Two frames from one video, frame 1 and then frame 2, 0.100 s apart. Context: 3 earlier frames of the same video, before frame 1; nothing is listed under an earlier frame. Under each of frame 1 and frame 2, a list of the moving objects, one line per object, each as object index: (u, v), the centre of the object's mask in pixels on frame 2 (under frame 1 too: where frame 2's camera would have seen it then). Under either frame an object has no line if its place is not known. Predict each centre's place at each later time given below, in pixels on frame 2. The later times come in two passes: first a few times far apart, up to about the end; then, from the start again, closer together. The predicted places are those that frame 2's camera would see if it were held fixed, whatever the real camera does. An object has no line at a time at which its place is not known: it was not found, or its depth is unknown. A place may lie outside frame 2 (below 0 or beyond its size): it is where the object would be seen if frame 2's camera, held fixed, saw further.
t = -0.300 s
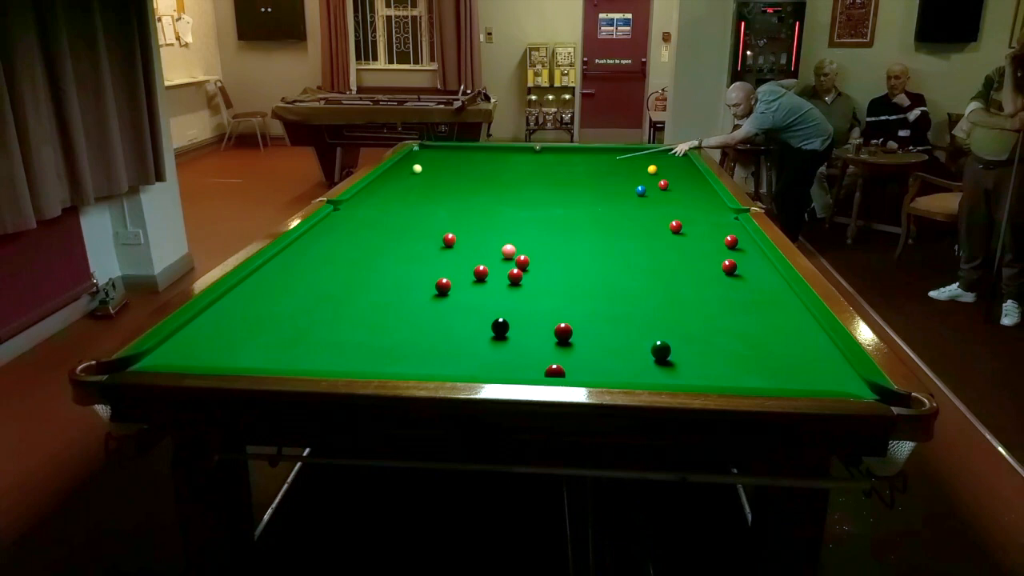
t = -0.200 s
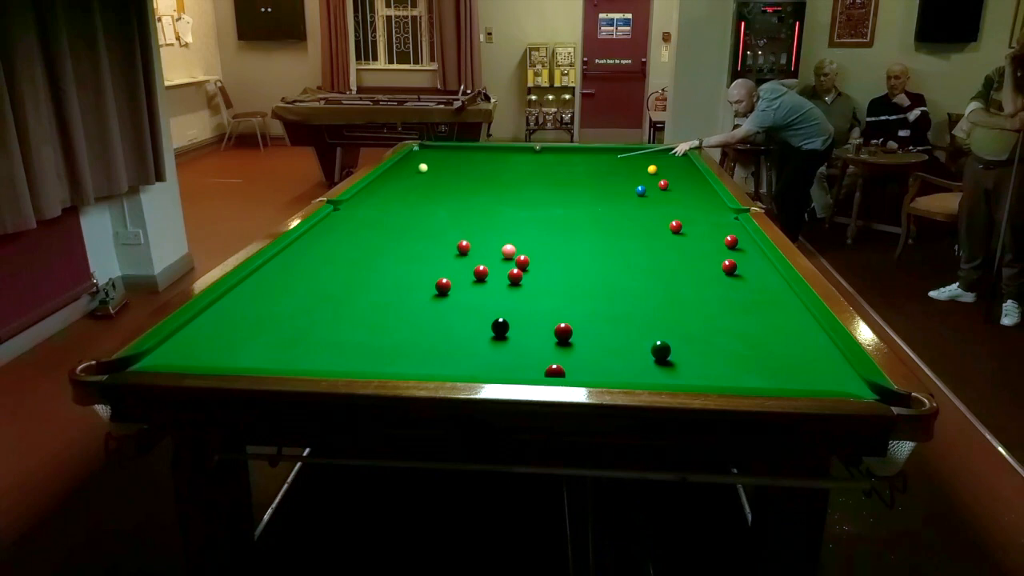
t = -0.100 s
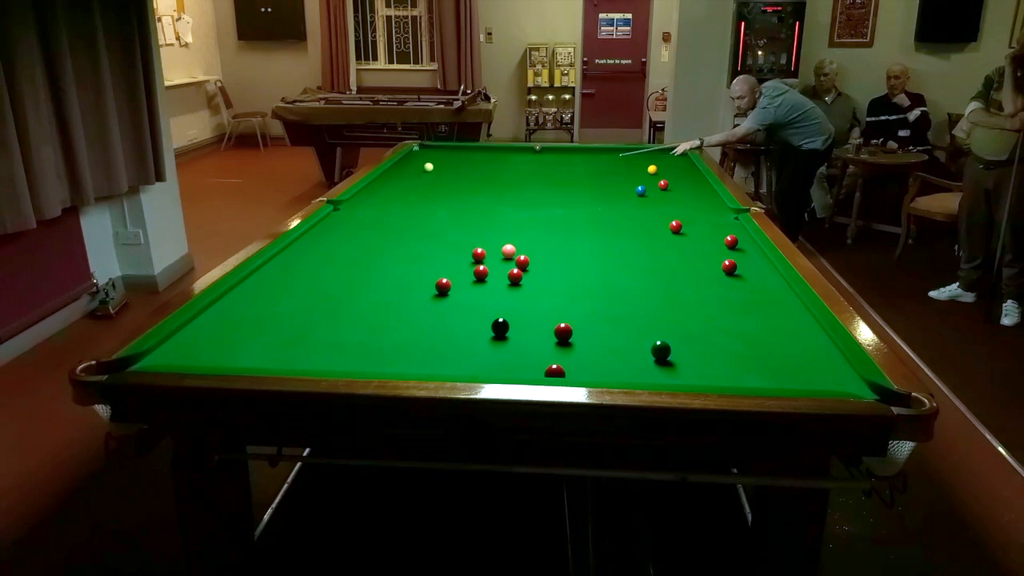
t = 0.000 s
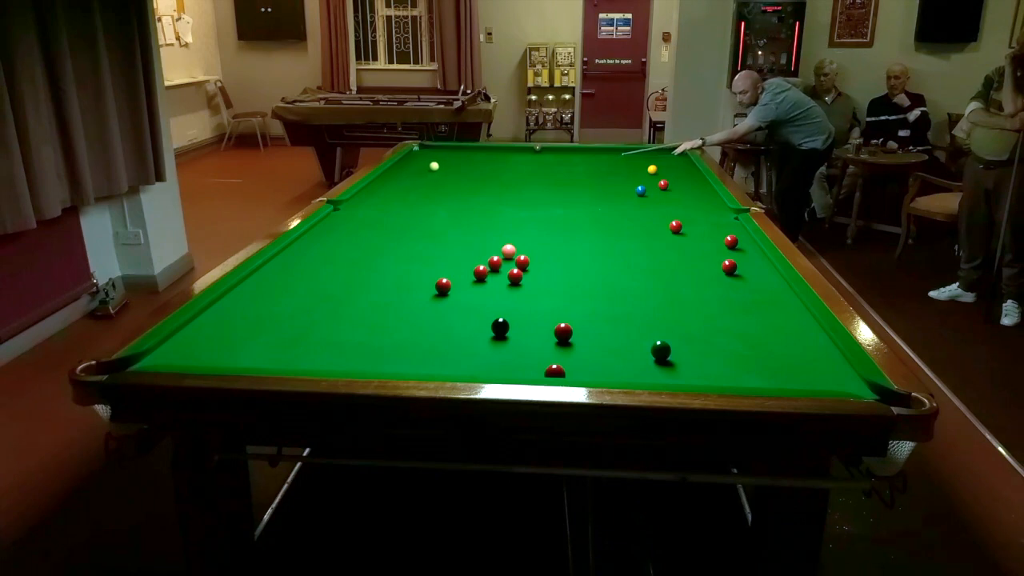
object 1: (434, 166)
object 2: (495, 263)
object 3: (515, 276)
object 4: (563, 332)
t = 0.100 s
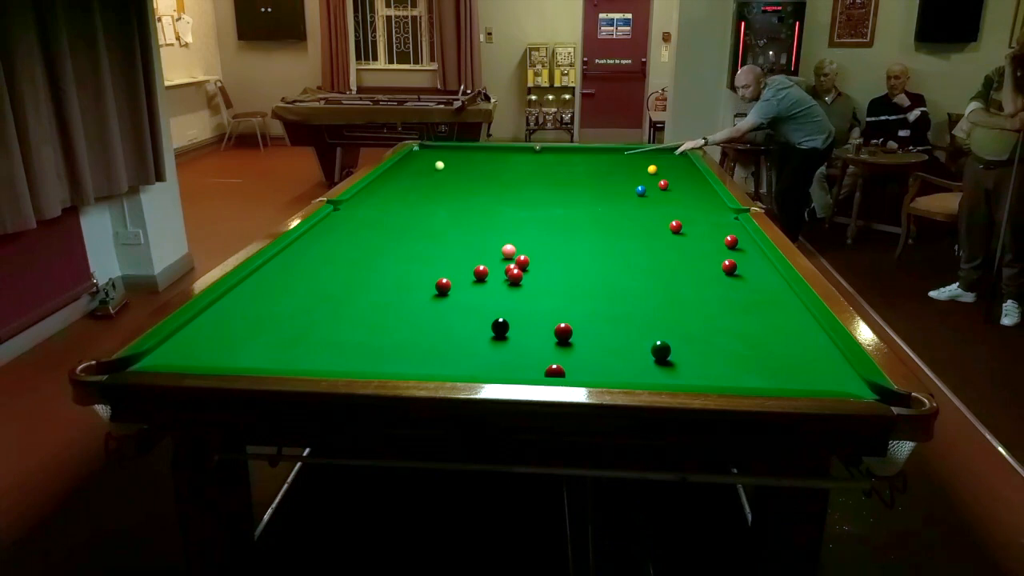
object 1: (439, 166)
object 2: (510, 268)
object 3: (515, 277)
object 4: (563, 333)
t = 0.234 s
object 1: (446, 165)
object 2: (528, 272)
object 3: (522, 288)
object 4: (563, 332)
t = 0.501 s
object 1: (458, 163)
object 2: (562, 276)
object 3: (533, 307)
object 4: (563, 332)
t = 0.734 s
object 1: (468, 161)
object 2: (591, 279)
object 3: (544, 326)
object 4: (563, 332)
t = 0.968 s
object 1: (477, 160)
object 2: (619, 283)
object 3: (536, 342)
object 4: (581, 337)
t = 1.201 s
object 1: (485, 159)
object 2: (647, 286)
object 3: (524, 357)
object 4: (598, 342)
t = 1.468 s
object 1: (494, 157)
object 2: (678, 289)
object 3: (511, 370)
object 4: (616, 347)
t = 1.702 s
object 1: (500, 156)
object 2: (704, 293)
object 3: (505, 364)
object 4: (631, 350)
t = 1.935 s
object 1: (506, 155)
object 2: (729, 296)
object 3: (501, 355)
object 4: (644, 354)
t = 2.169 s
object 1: (510, 155)
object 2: (753, 298)
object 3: (497, 348)
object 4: (651, 358)
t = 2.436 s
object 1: (515, 154)
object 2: (779, 302)
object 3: (493, 340)
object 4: (658, 361)
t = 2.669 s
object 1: (518, 153)
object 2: (792, 303)
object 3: (490, 335)
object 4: (663, 363)
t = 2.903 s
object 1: (521, 153)
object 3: (486, 332)
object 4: (667, 364)
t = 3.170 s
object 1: (523, 153)
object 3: (480, 329)
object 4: (668, 364)
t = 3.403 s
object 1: (525, 152)
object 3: (478, 328)
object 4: (668, 364)
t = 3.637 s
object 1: (525, 152)
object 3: (476, 327)
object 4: (668, 364)
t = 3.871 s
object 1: (525, 152)
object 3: (476, 327)
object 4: (668, 364)
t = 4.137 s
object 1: (525, 152)
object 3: (476, 327)
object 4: (668, 364)
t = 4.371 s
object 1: (525, 152)
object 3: (476, 327)
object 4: (668, 364)
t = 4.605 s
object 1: (525, 152)
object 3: (476, 327)
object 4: (668, 364)
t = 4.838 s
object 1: (525, 152)
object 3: (476, 327)
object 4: (668, 364)
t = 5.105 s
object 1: (525, 152)
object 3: (476, 327)
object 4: (668, 364)
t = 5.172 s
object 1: (525, 152)
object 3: (476, 327)
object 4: (668, 364)
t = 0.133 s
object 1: (441, 165)
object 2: (515, 269)
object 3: (517, 280)
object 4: (563, 332)
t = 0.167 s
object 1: (442, 165)
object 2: (520, 269)
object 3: (519, 283)
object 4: (563, 333)
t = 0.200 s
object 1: (444, 165)
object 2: (524, 271)
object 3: (520, 285)
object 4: (563, 332)
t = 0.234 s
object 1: (446, 165)
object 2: (528, 272)
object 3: (522, 288)
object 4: (563, 332)
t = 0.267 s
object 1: (447, 164)
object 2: (532, 272)
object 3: (523, 291)
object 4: (563, 332)
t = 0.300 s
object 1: (449, 164)
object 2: (537, 273)
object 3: (524, 293)
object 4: (563, 332)
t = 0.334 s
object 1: (450, 164)
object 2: (541, 274)
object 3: (526, 295)
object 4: (563, 332)
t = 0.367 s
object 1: (452, 163)
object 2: (545, 274)
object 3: (528, 298)
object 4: (563, 332)
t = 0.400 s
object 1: (454, 163)
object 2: (549, 275)
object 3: (529, 300)
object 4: (563, 332)
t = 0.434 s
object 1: (455, 163)
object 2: (553, 275)
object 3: (530, 302)
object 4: (563, 332)
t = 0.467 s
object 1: (457, 163)
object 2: (558, 276)
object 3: (532, 305)
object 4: (563, 332)
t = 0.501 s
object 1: (458, 163)
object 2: (562, 276)
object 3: (533, 307)
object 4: (563, 332)
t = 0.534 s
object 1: (460, 162)
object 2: (566, 277)
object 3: (535, 310)
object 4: (563, 332)
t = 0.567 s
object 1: (461, 162)
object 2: (570, 277)
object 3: (536, 313)
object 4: (563, 332)
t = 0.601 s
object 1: (463, 162)
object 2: (574, 278)
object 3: (538, 315)
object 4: (563, 332)
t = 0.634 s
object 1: (464, 162)
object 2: (579, 278)
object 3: (539, 318)
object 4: (563, 332)
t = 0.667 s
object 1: (466, 162)
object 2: (583, 279)
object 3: (541, 321)
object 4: (563, 332)
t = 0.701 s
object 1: (467, 161)
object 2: (587, 279)
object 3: (543, 323)
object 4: (563, 332)
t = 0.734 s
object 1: (468, 161)
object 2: (591, 279)
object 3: (544, 326)
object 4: (563, 332)
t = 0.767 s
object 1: (469, 161)
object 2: (595, 280)
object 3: (546, 329)
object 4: (564, 332)
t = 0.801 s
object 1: (471, 161)
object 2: (599, 280)
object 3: (544, 331)
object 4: (567, 333)
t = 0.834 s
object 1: (472, 161)
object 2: (603, 281)
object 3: (542, 333)
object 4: (570, 334)
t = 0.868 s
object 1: (473, 160)
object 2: (607, 281)
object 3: (540, 335)
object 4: (573, 335)
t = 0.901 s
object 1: (475, 160)
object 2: (611, 282)
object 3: (539, 337)
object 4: (575, 336)
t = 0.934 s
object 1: (476, 160)
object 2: (615, 282)
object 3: (537, 340)
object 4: (578, 336)
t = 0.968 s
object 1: (477, 160)
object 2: (619, 283)
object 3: (536, 342)
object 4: (581, 337)
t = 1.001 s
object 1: (478, 160)
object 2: (623, 283)
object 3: (534, 344)
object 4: (583, 338)
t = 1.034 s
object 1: (480, 160)
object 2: (627, 284)
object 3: (532, 346)
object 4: (586, 338)
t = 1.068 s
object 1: (481, 159)
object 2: (631, 284)
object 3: (531, 348)
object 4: (588, 339)
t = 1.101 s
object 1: (482, 159)
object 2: (635, 285)
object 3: (529, 350)
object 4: (591, 339)
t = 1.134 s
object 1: (483, 159)
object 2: (639, 285)
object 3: (527, 352)
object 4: (593, 341)
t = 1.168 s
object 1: (484, 159)
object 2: (643, 285)
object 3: (526, 355)
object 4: (596, 341)
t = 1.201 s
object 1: (485, 159)
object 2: (647, 286)
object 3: (524, 357)
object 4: (598, 342)
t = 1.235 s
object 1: (486, 158)
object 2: (651, 286)
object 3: (523, 359)
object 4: (600, 342)
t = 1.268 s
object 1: (487, 158)
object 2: (655, 287)
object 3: (521, 361)
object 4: (603, 343)
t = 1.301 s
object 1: (488, 158)
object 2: (658, 287)
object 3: (519, 364)
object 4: (605, 344)
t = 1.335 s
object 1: (490, 158)
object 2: (662, 288)
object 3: (517, 366)
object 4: (607, 344)
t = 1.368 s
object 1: (491, 158)
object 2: (666, 288)
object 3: (516, 367)
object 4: (610, 345)
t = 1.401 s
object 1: (492, 158)
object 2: (670, 288)
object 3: (514, 368)
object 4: (612, 345)
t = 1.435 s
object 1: (493, 158)
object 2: (674, 289)
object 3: (512, 369)
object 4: (614, 346)
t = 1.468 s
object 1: (494, 157)
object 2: (678, 289)
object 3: (511, 370)
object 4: (616, 347)
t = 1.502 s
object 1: (494, 157)
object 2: (681, 290)
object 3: (510, 370)
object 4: (619, 347)
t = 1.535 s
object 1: (495, 157)
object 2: (685, 290)
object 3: (509, 369)
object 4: (621, 348)
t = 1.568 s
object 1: (496, 157)
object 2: (689, 291)
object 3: (508, 368)
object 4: (623, 348)
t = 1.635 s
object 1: (498, 157)
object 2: (696, 292)
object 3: (507, 366)
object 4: (627, 349)
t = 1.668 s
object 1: (499, 157)
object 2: (700, 292)
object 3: (506, 365)
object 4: (629, 350)
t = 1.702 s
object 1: (500, 156)
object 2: (704, 293)
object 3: (505, 364)
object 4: (631, 350)
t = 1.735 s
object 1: (501, 156)
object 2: (707, 293)
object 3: (504, 364)
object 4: (633, 351)
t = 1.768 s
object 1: (502, 156)
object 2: (711, 294)
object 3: (504, 362)
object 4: (635, 352)
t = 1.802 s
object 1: (502, 156)
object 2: (715, 294)
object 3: (503, 361)
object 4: (637, 352)
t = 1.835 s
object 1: (503, 156)
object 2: (718, 295)
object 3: (502, 359)
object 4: (639, 352)
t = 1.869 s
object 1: (504, 156)
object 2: (722, 295)
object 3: (502, 358)
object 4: (641, 353)
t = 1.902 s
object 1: (505, 156)
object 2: (725, 295)
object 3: (501, 357)
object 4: (642, 353)
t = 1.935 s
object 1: (506, 155)
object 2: (729, 296)
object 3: (501, 355)
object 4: (644, 354)
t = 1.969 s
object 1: (506, 155)
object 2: (732, 296)
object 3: (500, 354)
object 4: (645, 355)
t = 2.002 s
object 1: (507, 155)
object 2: (736, 297)
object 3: (499, 353)
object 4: (646, 355)
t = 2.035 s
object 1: (508, 155)
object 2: (739, 297)
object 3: (499, 352)
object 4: (647, 355)
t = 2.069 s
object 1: (509, 155)
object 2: (743, 297)
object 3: (498, 351)
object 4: (648, 356)
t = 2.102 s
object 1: (509, 155)
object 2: (746, 298)
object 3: (498, 350)
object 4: (649, 356)
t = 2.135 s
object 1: (510, 155)
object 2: (750, 298)
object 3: (497, 349)
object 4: (651, 357)
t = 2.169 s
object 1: (510, 155)
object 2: (753, 298)
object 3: (497, 348)
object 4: (651, 358)
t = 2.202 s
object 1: (511, 155)
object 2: (756, 299)
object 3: (496, 347)
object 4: (653, 358)
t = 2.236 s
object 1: (512, 155)
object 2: (759, 299)
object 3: (496, 346)
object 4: (654, 358)
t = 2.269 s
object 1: (512, 155)
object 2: (763, 300)
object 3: (495, 345)
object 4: (654, 359)
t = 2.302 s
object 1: (513, 154)
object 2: (766, 300)
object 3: (495, 344)
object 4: (655, 359)
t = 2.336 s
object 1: (514, 154)
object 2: (769, 300)
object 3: (494, 343)
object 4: (656, 360)
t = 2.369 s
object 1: (514, 154)
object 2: (772, 301)
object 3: (494, 342)
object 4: (657, 360)
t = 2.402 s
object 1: (514, 154)
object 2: (776, 301)
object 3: (493, 341)
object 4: (658, 360)
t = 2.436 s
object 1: (515, 154)
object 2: (779, 302)
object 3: (493, 340)
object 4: (658, 361)
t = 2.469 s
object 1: (516, 154)
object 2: (782, 302)
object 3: (493, 340)
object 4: (659, 361)
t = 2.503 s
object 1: (516, 154)
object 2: (785, 302)
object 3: (492, 339)
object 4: (660, 361)
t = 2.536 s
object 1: (517, 154)
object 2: (788, 303)
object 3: (492, 338)
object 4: (661, 362)
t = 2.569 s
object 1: (517, 154)
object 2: (791, 303)
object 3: (491, 337)
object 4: (661, 362)
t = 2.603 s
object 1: (518, 154)
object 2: (794, 303)
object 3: (491, 336)
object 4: (662, 362)
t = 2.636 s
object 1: (518, 154)
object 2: (794, 303)
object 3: (490, 335)
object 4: (662, 362)
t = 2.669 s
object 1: (518, 153)
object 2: (792, 303)
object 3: (490, 335)
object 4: (663, 363)
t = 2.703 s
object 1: (519, 153)
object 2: (790, 303)
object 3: (490, 334)
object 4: (664, 363)
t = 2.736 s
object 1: (519, 153)
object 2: (789, 303)
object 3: (489, 334)
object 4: (664, 363)
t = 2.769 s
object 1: (520, 153)
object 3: (489, 333)
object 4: (665, 363)
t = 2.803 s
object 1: (520, 153)
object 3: (488, 333)
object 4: (665, 363)
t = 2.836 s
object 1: (520, 153)
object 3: (487, 332)
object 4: (666, 363)
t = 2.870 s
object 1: (521, 153)
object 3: (486, 332)
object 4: (666, 363)
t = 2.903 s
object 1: (521, 153)
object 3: (486, 332)
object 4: (667, 364)
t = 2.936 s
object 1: (521, 153)
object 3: (485, 332)
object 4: (667, 363)
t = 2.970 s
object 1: (522, 153)
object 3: (484, 331)
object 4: (667, 364)
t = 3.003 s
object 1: (522, 153)
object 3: (483, 330)
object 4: (667, 364)
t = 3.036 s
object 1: (522, 153)
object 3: (483, 330)
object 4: (668, 364)
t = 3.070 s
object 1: (523, 153)
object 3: (482, 330)
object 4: (668, 364)
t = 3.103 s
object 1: (523, 153)
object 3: (482, 330)
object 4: (668, 364)
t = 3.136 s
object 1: (523, 153)
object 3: (481, 329)
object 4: (668, 364)
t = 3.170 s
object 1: (523, 153)
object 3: (480, 329)
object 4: (668, 364)
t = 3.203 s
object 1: (523, 153)
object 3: (480, 329)
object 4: (668, 364)
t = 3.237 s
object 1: (524, 153)
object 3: (480, 329)
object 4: (668, 364)
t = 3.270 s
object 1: (524, 153)
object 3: (479, 329)
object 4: (668, 364)
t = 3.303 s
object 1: (524, 153)
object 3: (479, 328)
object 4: (668, 364)
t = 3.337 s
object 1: (524, 152)
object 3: (478, 328)
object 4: (668, 364)
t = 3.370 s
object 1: (525, 153)
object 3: (478, 328)
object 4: (668, 364)
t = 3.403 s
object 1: (525, 152)
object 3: (478, 328)
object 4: (668, 364)
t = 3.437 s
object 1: (525, 152)
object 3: (478, 328)
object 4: (668, 364)
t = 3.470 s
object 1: (525, 152)
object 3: (477, 327)
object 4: (668, 364)
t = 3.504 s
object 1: (525, 152)
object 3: (477, 327)
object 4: (668, 364)
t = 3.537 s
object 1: (525, 152)
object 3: (477, 327)
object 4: (668, 364)
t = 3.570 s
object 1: (525, 152)
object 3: (477, 327)
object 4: (668, 364)
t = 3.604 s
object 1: (525, 152)
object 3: (476, 327)
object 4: (668, 364)
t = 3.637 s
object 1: (525, 152)
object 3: (476, 327)
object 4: (668, 364)
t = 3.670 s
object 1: (525, 152)
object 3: (476, 327)
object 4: (668, 364)
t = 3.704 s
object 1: (525, 152)
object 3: (476, 327)
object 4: (668, 364)
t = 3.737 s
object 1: (525, 152)
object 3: (476, 327)
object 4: (668, 364)
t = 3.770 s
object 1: (525, 152)
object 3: (476, 327)
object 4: (668, 364)
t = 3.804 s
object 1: (525, 152)
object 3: (476, 327)
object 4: (668, 364)
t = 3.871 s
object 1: (525, 152)
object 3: (476, 327)
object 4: (668, 364)
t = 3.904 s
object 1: (525, 152)
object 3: (476, 327)
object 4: (668, 364)
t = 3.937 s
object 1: (525, 152)
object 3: (476, 327)
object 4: (668, 364)
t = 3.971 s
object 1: (525, 152)
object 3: (476, 327)
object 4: (668, 364)
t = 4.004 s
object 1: (525, 152)
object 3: (476, 327)
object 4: (668, 364)
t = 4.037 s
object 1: (525, 152)
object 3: (476, 327)
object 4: (668, 364)
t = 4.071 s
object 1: (525, 152)
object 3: (476, 327)
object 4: (668, 364)
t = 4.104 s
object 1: (525, 152)
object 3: (476, 327)
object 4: (668, 364)
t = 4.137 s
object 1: (525, 152)
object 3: (476, 327)
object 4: (668, 364)
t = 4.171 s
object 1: (525, 152)
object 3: (476, 327)
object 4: (668, 364)
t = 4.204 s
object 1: (525, 152)
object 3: (476, 327)
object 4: (668, 364)
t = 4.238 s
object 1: (525, 152)
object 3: (476, 327)
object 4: (668, 364)
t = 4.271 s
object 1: (525, 152)
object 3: (476, 327)
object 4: (668, 364)
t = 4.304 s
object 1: (525, 152)
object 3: (476, 327)
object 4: (668, 364)
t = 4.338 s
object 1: (525, 152)
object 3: (476, 327)
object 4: (668, 364)
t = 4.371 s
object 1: (525, 152)
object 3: (476, 327)
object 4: (668, 364)
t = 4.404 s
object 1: (525, 152)
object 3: (476, 327)
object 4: (668, 364)
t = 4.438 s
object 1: (525, 152)
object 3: (476, 327)
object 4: (668, 364)
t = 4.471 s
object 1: (525, 152)
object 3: (476, 327)
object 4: (668, 364)
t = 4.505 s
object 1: (525, 152)
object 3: (476, 327)
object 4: (668, 364)
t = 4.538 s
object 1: (525, 152)
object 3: (476, 327)
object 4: (668, 364)
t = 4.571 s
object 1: (525, 152)
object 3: (476, 327)
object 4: (668, 364)
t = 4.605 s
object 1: (525, 152)
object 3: (476, 327)
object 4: (668, 364)
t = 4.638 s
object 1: (525, 152)
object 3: (476, 327)
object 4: (668, 364)
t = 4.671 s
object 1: (525, 152)
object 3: (476, 327)
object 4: (668, 364)
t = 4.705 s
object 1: (525, 152)
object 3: (476, 327)
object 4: (668, 364)
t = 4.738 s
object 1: (525, 152)
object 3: (476, 327)
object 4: (668, 364)
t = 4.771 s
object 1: (525, 152)
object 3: (476, 327)
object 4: (668, 364)
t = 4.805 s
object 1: (525, 152)
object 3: (476, 327)
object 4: (668, 364)
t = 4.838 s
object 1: (525, 152)
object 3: (476, 327)
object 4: (668, 364)
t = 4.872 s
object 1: (525, 152)
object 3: (476, 327)
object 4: (668, 364)
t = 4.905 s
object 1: (525, 152)
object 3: (476, 327)
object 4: (668, 364)
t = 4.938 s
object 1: (525, 152)
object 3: (476, 327)
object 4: (668, 364)
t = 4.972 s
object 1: (525, 152)
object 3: (476, 327)
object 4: (668, 364)
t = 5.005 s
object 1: (525, 152)
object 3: (476, 327)
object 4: (668, 364)
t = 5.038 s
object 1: (525, 152)
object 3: (476, 327)
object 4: (668, 364)
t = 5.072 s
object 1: (525, 152)
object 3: (476, 327)
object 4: (668, 364)
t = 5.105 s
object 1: (525, 152)
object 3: (476, 327)
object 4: (668, 364)
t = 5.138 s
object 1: (525, 152)
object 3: (476, 327)
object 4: (668, 364)
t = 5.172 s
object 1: (525, 152)
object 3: (476, 327)
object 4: (668, 364)
